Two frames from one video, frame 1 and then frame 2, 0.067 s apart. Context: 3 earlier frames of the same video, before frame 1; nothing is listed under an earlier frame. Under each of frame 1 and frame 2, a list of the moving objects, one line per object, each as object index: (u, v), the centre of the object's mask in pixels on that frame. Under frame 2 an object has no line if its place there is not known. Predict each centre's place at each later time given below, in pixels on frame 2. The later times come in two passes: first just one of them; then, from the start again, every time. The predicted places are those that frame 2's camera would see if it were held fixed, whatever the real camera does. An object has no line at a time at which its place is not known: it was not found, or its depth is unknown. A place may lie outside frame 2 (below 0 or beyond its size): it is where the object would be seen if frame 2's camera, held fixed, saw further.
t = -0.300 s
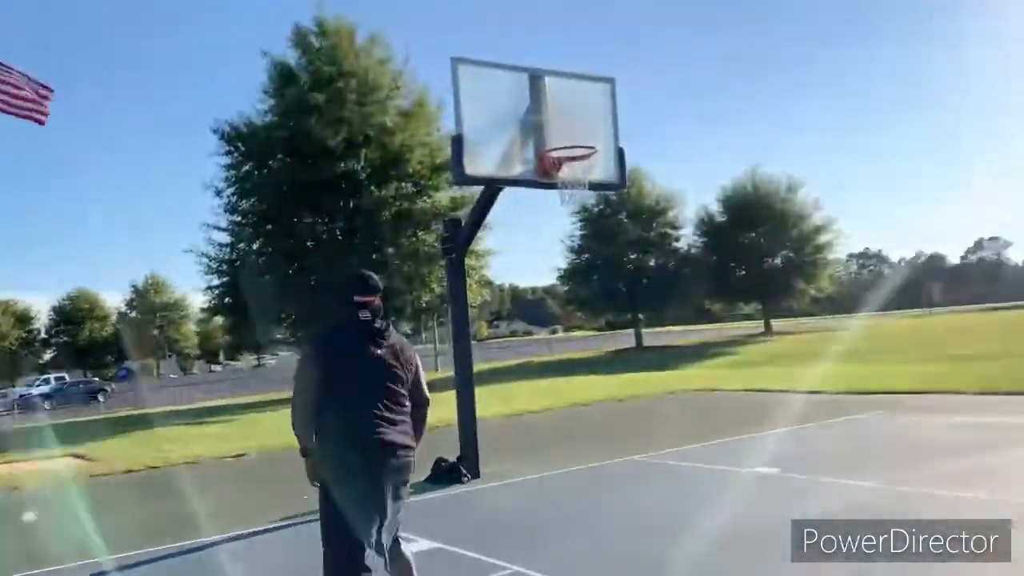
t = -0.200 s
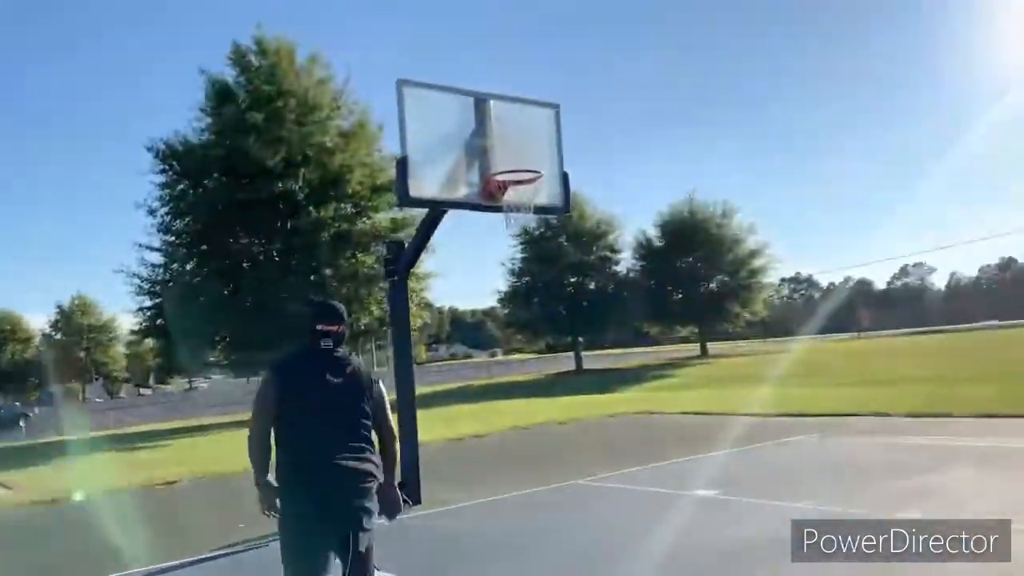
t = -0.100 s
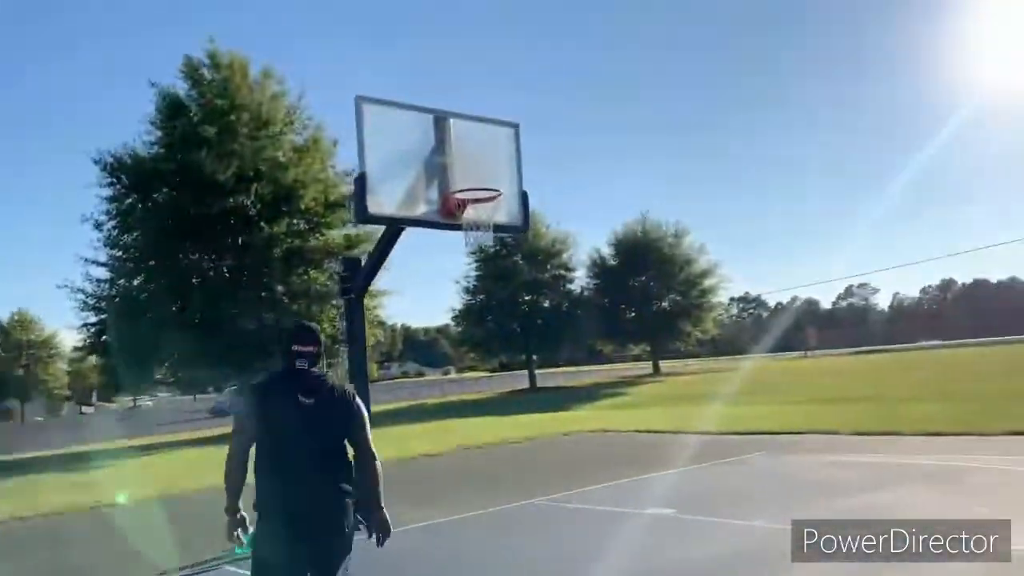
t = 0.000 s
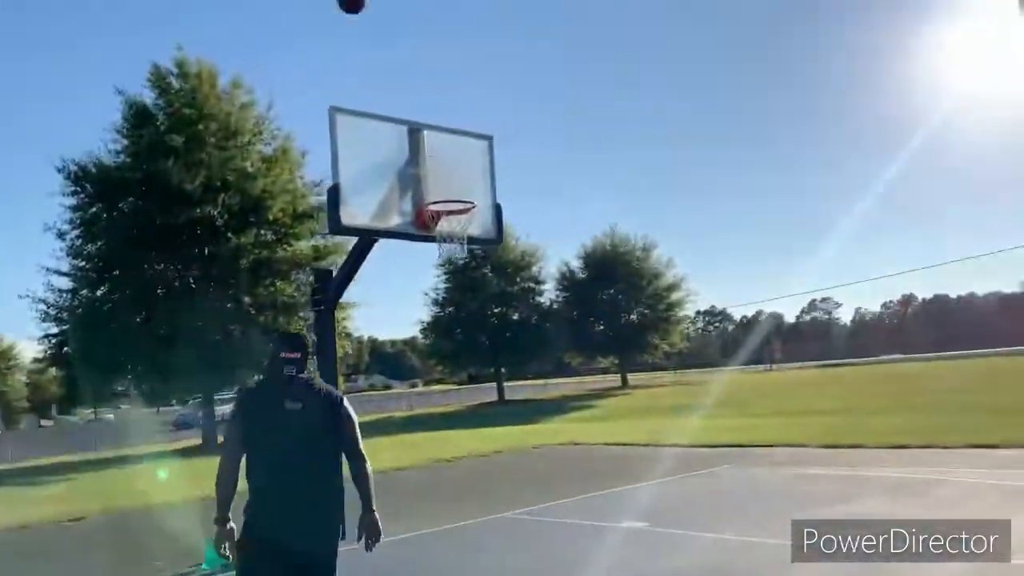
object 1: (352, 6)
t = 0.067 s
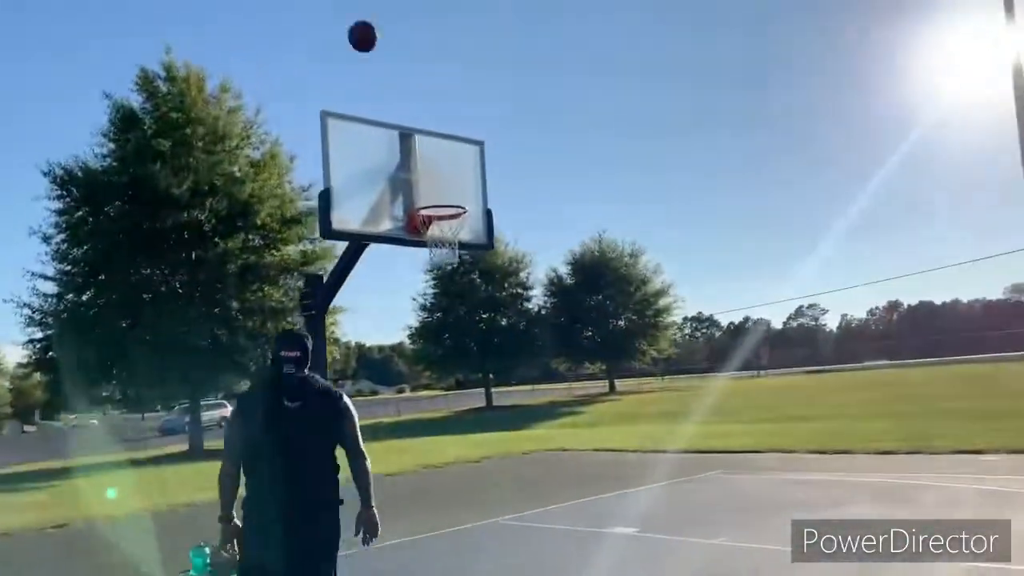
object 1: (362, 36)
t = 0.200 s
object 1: (400, 111)
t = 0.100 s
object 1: (372, 54)
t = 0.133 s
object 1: (382, 73)
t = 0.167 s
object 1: (391, 92)
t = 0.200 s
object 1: (400, 111)
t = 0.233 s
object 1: (409, 132)
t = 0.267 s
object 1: (417, 152)
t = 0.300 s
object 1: (425, 172)
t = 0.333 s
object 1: (433, 193)
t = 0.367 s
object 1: (442, 203)
